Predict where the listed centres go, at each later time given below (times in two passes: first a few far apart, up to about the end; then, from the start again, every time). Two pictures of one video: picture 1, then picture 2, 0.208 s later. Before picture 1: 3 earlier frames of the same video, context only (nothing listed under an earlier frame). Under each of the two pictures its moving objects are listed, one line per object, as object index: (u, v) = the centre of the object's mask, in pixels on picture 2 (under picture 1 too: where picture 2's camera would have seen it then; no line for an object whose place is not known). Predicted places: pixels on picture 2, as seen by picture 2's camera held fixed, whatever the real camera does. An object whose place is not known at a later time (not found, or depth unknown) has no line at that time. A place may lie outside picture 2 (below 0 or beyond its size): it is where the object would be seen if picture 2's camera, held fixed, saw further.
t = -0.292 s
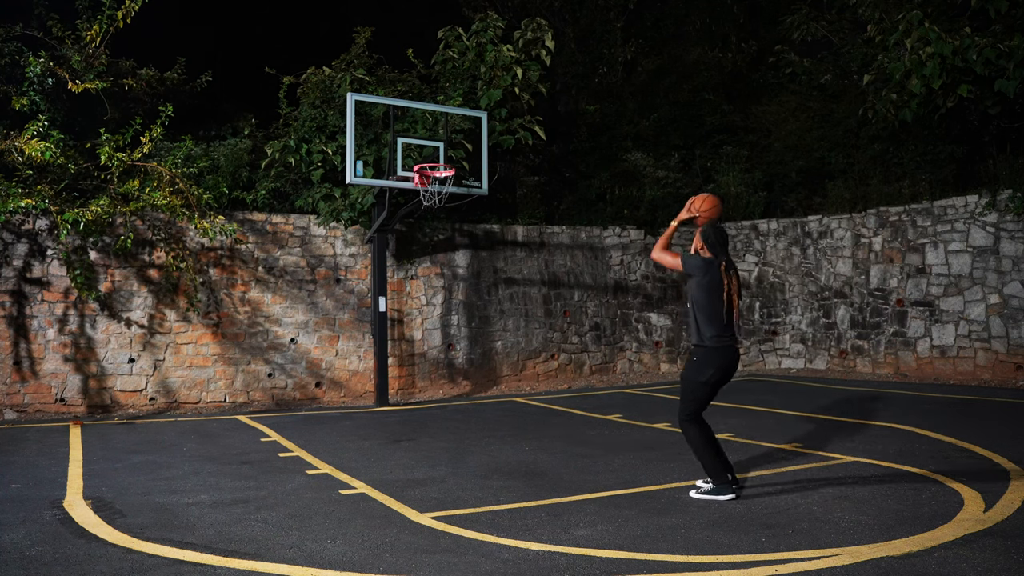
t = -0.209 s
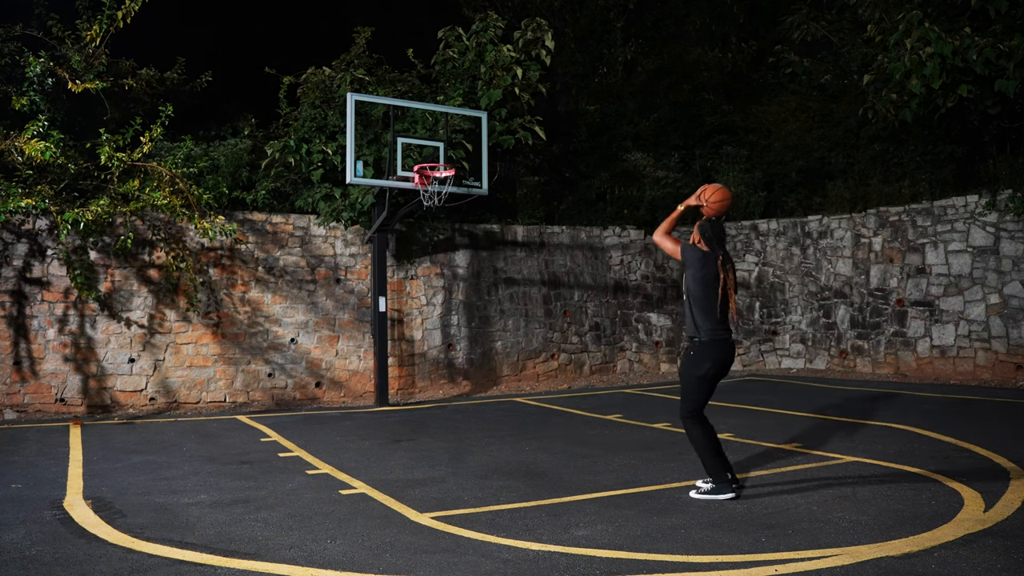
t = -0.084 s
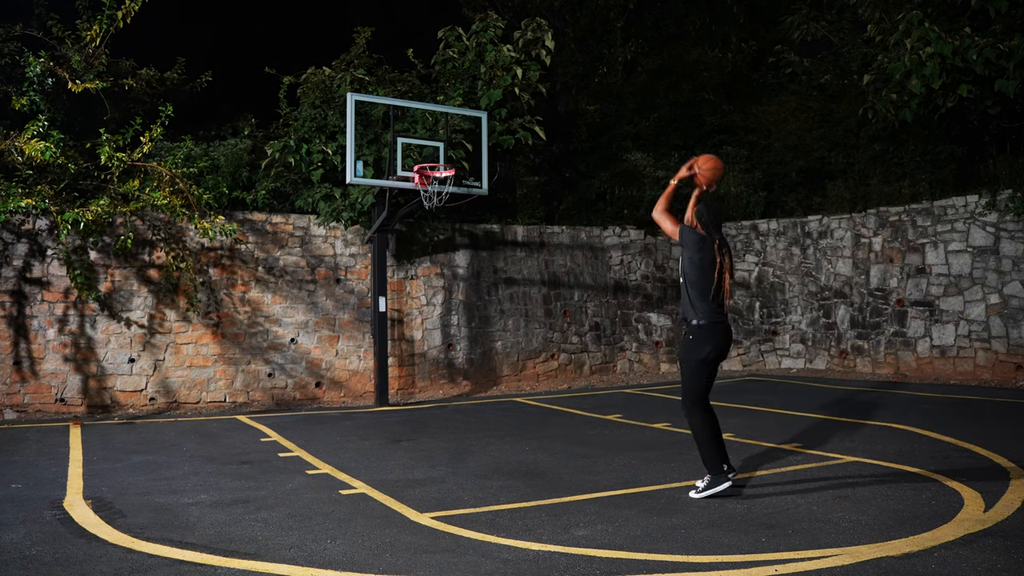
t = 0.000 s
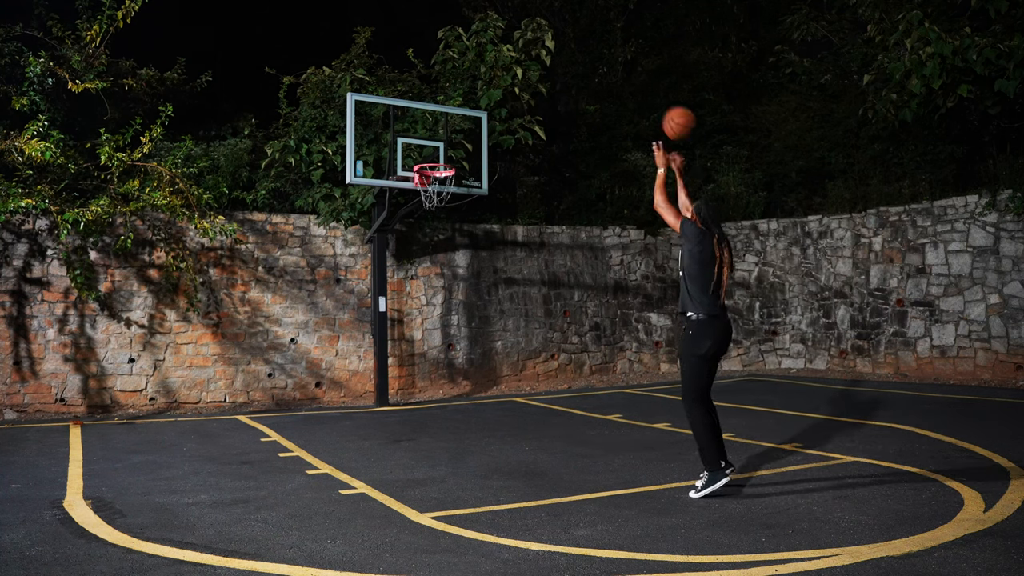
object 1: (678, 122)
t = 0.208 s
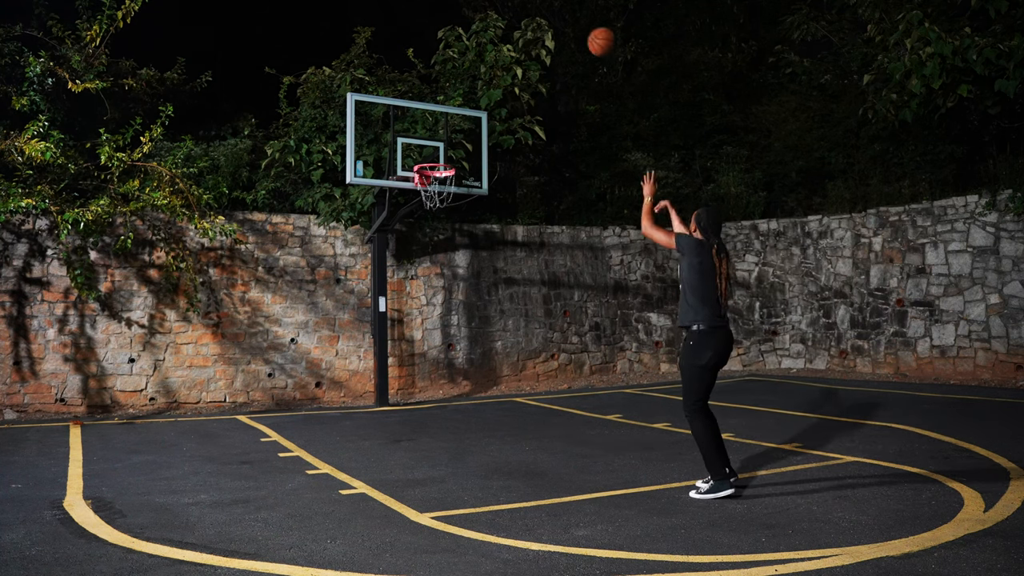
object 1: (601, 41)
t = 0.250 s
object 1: (588, 33)
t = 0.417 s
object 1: (543, 22)
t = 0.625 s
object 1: (497, 45)
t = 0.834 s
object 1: (459, 101)
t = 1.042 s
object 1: (429, 183)
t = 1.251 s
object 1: (422, 227)
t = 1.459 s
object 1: (415, 306)
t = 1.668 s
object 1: (410, 407)
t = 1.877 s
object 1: (417, 342)
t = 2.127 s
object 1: (426, 310)
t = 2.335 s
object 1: (433, 326)
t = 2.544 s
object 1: (442, 385)
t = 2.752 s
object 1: (451, 401)
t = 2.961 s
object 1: (460, 375)
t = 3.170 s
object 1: (470, 393)
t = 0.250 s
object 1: (588, 33)
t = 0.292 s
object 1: (576, 28)
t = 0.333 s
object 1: (564, 24)
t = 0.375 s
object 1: (552, 22)
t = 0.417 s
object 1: (543, 22)
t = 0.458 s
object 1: (533, 24)
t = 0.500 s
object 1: (524, 27)
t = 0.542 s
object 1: (514, 32)
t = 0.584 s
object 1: (505, 38)
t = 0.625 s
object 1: (497, 45)
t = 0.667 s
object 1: (488, 54)
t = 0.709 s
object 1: (480, 64)
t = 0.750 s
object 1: (473, 76)
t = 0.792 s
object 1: (466, 88)
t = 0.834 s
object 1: (459, 101)
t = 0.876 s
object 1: (452, 116)
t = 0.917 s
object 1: (446, 131)
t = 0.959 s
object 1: (439, 148)
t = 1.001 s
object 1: (435, 160)
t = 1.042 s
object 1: (429, 183)
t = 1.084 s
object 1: (427, 189)
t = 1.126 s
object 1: (425, 197)
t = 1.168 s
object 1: (424, 205)
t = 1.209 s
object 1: (423, 215)
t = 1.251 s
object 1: (422, 227)
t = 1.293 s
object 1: (420, 240)
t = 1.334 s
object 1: (419, 254)
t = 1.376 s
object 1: (418, 269)
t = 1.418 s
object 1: (417, 287)
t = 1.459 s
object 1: (415, 306)
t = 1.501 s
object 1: (414, 326)
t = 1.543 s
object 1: (413, 349)
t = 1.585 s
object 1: (412, 372)
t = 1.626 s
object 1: (411, 397)
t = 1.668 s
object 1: (410, 407)
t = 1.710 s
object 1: (412, 392)
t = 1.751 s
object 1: (412, 377)
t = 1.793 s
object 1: (414, 364)
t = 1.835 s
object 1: (415, 353)
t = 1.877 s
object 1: (417, 342)
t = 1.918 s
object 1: (418, 334)
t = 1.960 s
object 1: (419, 326)
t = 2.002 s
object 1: (421, 320)
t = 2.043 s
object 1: (423, 315)
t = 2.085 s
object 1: (424, 312)
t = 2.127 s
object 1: (426, 310)
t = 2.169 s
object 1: (427, 310)
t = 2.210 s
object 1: (429, 312)
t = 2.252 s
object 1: (430, 314)
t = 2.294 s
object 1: (432, 319)
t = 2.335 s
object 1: (433, 326)
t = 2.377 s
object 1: (435, 334)
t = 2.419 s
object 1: (437, 344)
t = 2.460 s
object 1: (438, 356)
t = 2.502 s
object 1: (440, 370)
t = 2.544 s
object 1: (442, 385)
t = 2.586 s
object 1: (444, 403)
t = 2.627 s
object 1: (446, 422)
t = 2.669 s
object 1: (448, 423)
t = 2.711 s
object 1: (449, 411)
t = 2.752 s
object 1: (451, 401)
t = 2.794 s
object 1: (453, 392)
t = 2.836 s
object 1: (454, 385)
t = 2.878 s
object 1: (457, 380)
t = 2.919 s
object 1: (458, 377)
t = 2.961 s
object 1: (460, 375)
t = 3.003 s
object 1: (462, 375)
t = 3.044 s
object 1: (464, 377)
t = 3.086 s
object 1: (466, 381)
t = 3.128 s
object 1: (468, 386)
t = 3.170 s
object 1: (470, 393)
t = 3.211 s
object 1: (472, 404)
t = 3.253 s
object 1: (474, 416)
